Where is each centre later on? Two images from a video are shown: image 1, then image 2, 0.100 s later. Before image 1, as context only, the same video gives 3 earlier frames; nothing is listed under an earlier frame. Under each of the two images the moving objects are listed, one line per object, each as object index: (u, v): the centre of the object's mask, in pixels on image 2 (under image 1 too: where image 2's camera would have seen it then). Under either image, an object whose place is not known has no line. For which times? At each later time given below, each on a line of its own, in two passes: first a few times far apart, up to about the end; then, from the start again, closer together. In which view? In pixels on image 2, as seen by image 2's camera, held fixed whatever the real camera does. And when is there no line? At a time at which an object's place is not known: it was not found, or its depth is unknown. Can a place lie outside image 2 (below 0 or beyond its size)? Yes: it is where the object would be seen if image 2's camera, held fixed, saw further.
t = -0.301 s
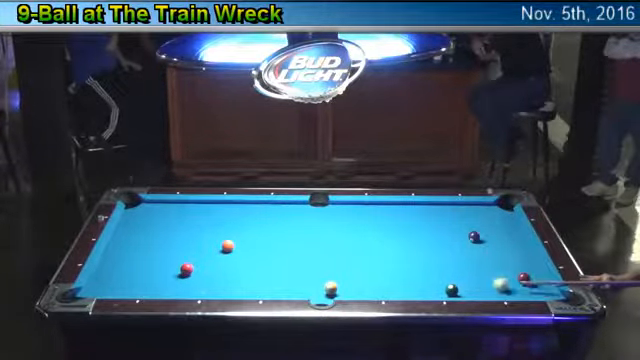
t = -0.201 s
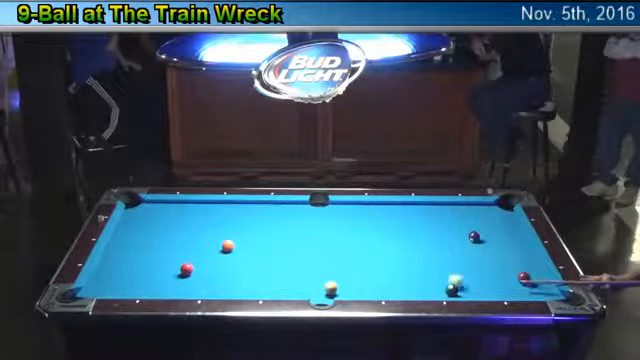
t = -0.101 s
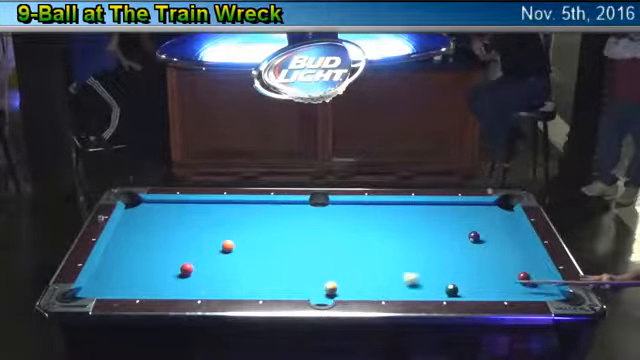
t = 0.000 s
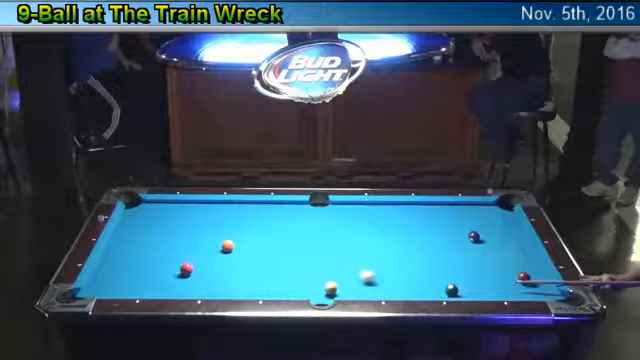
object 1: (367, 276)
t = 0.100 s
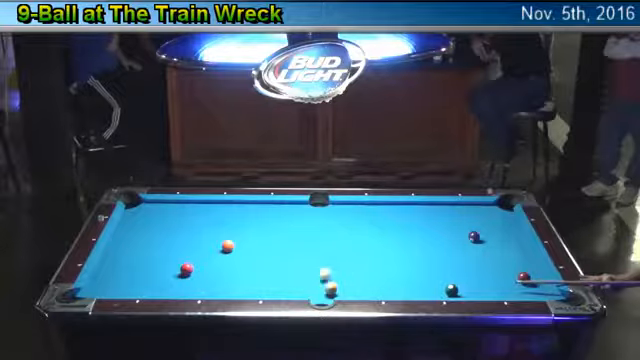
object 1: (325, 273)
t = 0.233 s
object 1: (267, 270)
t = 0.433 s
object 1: (195, 264)
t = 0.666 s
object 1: (162, 247)
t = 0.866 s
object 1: (133, 234)
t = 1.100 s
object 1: (135, 223)
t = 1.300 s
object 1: (155, 214)
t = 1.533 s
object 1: (177, 206)
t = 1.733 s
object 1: (192, 203)
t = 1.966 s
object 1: (208, 208)
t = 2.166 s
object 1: (220, 212)
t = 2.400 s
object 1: (234, 217)
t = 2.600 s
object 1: (246, 220)
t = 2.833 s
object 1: (259, 224)
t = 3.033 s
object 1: (270, 228)
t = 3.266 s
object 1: (282, 232)
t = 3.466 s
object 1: (292, 234)
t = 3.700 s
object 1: (303, 238)
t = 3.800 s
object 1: (306, 239)
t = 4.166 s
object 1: (324, 245)
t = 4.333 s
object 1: (327, 246)
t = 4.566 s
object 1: (335, 248)
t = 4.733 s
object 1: (340, 250)
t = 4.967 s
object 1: (346, 251)
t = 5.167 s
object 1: (350, 252)
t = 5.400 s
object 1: (354, 254)
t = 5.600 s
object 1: (357, 254)
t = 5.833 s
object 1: (360, 255)
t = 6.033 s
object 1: (361, 255)
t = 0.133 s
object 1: (311, 272)
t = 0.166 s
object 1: (296, 272)
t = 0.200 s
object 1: (281, 271)
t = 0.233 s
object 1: (267, 270)
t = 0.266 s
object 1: (253, 270)
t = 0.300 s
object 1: (239, 269)
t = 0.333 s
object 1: (226, 268)
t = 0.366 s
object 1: (213, 268)
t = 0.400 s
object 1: (199, 267)
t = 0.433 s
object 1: (195, 264)
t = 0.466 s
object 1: (191, 262)
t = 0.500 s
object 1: (187, 258)
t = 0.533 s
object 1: (182, 256)
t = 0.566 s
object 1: (178, 254)
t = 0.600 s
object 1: (172, 252)
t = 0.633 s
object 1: (167, 249)
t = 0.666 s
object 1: (162, 247)
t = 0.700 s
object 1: (157, 244)
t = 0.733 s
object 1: (152, 243)
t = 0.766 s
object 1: (147, 240)
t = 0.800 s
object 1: (142, 238)
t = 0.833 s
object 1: (137, 236)
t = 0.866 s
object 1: (133, 234)
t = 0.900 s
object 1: (128, 232)
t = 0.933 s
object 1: (124, 230)
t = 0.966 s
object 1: (120, 228)
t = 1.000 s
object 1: (124, 227)
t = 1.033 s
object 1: (128, 225)
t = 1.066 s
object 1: (132, 224)
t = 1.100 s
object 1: (135, 223)
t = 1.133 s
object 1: (138, 221)
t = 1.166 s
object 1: (142, 220)
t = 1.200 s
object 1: (145, 218)
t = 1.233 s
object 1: (149, 217)
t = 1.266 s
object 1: (152, 216)
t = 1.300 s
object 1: (155, 214)
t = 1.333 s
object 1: (158, 213)
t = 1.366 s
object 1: (161, 212)
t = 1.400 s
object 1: (165, 211)
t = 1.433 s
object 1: (168, 211)
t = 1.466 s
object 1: (171, 209)
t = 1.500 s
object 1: (174, 208)
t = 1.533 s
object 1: (177, 206)
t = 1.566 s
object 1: (180, 205)
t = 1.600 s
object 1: (183, 205)
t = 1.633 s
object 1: (185, 204)
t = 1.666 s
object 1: (188, 203)
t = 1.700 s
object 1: (190, 203)
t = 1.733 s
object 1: (192, 203)
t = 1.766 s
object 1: (195, 204)
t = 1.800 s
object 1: (197, 205)
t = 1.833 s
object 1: (199, 205)
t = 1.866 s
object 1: (201, 206)
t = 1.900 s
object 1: (204, 207)
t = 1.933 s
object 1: (205, 207)
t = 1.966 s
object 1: (208, 208)
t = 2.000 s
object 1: (210, 209)
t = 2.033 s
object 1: (212, 210)
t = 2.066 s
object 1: (214, 210)
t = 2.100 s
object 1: (216, 211)
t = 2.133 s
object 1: (218, 212)
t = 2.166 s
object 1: (220, 212)
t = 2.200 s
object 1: (222, 213)
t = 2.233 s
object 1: (224, 213)
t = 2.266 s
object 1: (226, 214)
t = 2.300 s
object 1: (227, 214)
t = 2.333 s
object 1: (230, 215)
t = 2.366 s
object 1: (232, 216)
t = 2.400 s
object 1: (234, 217)
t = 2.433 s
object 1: (236, 217)
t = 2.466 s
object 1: (238, 218)
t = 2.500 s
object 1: (240, 218)
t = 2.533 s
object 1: (242, 219)
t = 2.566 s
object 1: (244, 220)
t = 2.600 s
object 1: (246, 220)
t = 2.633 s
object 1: (248, 221)
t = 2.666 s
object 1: (250, 221)
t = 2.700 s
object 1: (251, 222)
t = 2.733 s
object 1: (254, 223)
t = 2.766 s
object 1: (255, 223)
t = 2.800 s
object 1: (257, 223)
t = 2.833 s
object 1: (259, 224)
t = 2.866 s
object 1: (261, 225)
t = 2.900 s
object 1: (263, 226)
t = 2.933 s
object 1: (264, 226)
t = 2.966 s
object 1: (267, 227)
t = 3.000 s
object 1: (268, 228)
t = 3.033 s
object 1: (270, 228)
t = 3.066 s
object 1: (272, 229)
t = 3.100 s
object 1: (274, 229)
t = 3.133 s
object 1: (275, 230)
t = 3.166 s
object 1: (277, 230)
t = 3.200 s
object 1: (279, 230)
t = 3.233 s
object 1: (281, 231)
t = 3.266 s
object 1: (282, 232)
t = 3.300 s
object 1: (284, 232)
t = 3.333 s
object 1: (286, 232)
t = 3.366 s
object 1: (287, 233)
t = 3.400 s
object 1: (289, 234)
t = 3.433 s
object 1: (290, 234)
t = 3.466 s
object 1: (292, 234)
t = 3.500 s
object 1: (293, 235)
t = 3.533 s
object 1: (295, 235)
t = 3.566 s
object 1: (297, 236)
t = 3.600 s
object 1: (299, 237)
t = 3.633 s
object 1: (300, 237)
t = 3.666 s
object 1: (301, 238)
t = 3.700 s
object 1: (303, 238)
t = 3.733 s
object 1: (304, 239)
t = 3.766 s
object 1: (306, 239)
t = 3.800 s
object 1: (306, 239)
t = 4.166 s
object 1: (324, 245)
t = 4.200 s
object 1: (323, 244)
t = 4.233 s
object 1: (324, 244)
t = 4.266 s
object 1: (325, 245)
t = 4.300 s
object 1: (326, 245)
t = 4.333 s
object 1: (327, 246)
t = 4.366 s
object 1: (328, 246)
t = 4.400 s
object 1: (330, 246)
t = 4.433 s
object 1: (330, 247)
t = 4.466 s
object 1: (331, 247)
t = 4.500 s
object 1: (333, 247)
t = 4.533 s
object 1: (334, 248)
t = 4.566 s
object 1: (335, 248)
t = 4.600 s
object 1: (335, 248)
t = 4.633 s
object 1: (337, 249)
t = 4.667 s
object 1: (339, 249)
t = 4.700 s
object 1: (339, 249)
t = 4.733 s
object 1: (340, 250)
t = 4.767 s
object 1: (340, 250)
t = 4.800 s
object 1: (342, 250)
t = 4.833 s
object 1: (342, 250)
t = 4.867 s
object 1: (344, 250)
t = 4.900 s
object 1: (344, 251)
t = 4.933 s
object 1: (345, 251)
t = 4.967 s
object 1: (346, 251)
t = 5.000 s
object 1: (347, 251)
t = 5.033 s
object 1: (348, 251)
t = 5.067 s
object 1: (348, 251)
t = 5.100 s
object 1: (348, 251)
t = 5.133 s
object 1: (350, 252)
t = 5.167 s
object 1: (350, 252)
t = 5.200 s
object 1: (351, 253)
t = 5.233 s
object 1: (351, 253)
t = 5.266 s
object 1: (352, 253)
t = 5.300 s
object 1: (352, 253)
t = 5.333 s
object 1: (352, 253)
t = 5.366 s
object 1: (354, 253)
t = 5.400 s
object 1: (354, 254)
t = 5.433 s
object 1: (356, 254)
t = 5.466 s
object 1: (356, 254)
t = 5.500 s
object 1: (356, 254)
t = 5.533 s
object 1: (357, 254)
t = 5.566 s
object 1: (357, 254)
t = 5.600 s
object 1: (357, 254)
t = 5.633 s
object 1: (358, 254)
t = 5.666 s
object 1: (358, 255)
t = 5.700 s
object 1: (358, 255)
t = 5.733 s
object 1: (358, 255)
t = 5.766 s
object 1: (358, 255)
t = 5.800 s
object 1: (360, 255)
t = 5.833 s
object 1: (360, 255)
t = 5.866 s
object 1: (360, 255)
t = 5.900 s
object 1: (360, 255)
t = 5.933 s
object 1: (361, 255)
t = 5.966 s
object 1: (361, 255)
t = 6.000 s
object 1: (361, 255)
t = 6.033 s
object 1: (361, 255)
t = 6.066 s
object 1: (362, 255)
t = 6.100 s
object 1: (362, 255)
